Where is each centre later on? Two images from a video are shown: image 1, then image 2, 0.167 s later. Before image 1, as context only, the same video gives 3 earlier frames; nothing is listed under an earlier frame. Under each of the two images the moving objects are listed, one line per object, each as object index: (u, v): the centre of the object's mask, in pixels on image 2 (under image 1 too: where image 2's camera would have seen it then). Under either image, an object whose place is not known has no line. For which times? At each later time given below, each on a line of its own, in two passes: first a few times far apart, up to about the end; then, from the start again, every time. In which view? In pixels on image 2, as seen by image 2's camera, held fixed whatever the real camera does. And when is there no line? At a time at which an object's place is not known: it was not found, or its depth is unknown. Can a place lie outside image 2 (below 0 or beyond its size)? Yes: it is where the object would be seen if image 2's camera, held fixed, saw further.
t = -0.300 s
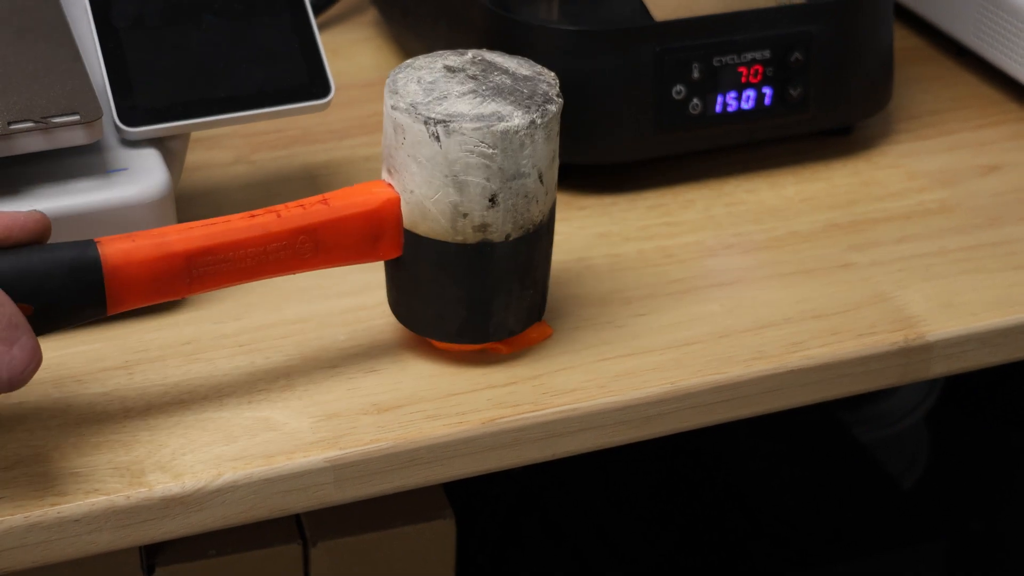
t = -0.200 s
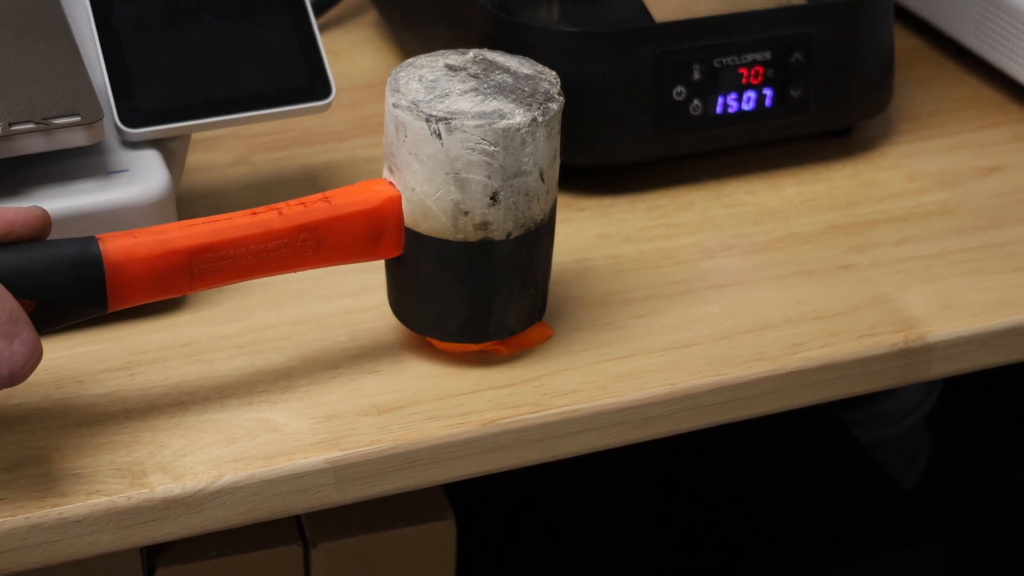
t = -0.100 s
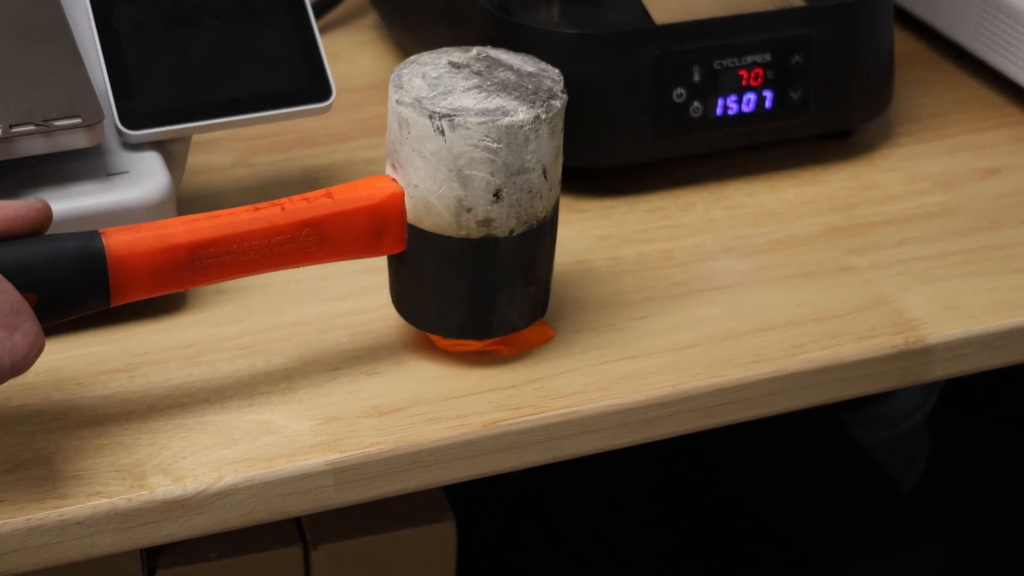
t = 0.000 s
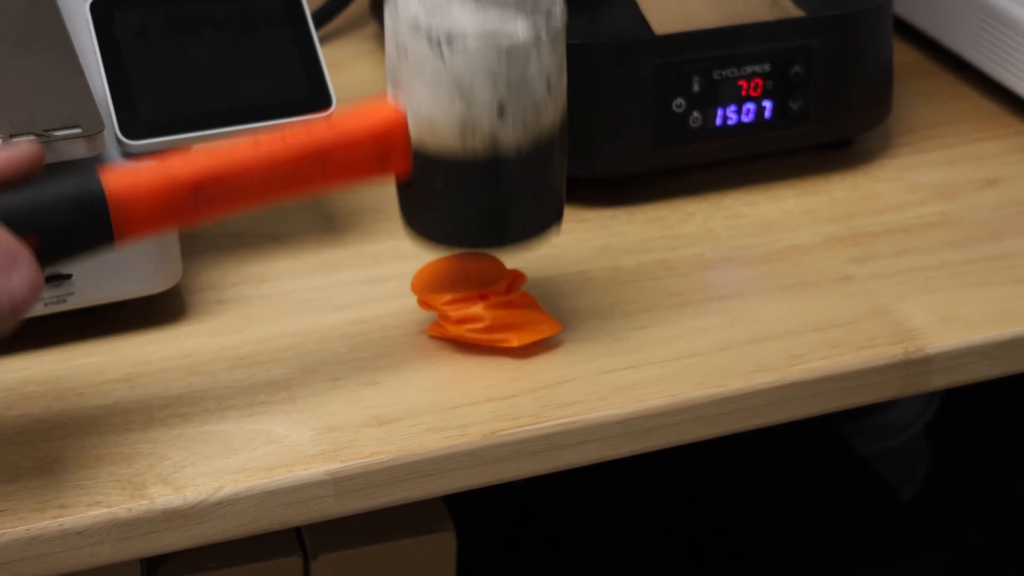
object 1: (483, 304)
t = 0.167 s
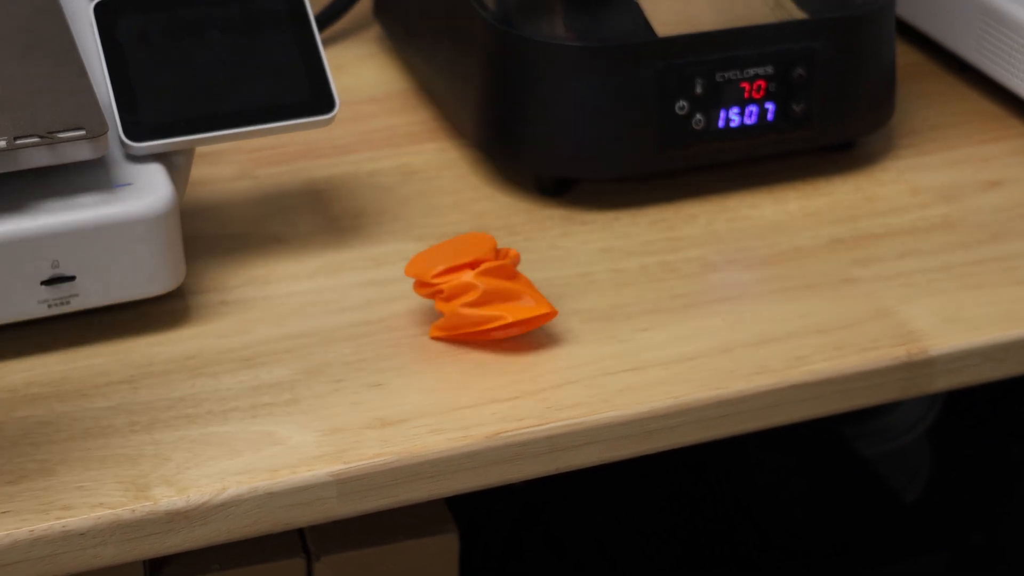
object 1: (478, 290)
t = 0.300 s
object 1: (469, 283)
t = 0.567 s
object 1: (457, 250)
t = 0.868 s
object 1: (444, 273)
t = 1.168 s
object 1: (443, 274)
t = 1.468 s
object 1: (441, 271)
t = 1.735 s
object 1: (439, 272)
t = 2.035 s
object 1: (438, 272)
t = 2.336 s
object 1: (437, 273)
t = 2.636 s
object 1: (437, 274)
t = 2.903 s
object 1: (435, 274)
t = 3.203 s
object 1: (435, 275)
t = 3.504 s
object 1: (435, 275)
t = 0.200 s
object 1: (477, 289)
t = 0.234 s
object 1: (476, 288)
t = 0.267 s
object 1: (474, 287)
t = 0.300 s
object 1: (469, 283)
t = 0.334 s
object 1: (459, 275)
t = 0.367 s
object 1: (451, 269)
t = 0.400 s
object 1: (448, 265)
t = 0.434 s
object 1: (449, 261)
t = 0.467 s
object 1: (451, 257)
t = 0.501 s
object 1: (452, 254)
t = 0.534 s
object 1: (455, 252)
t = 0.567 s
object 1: (457, 250)
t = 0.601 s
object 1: (458, 250)
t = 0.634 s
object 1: (458, 250)
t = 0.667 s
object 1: (458, 250)
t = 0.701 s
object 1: (457, 252)
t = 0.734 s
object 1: (455, 256)
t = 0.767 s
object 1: (452, 261)
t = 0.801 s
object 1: (449, 265)
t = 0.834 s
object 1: (447, 269)
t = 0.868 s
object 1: (444, 273)
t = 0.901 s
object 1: (442, 274)
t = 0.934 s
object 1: (444, 273)
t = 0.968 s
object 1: (445, 273)
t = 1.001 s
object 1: (444, 273)
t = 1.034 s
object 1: (444, 274)
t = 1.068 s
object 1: (443, 275)
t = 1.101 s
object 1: (444, 274)
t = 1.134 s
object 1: (444, 274)
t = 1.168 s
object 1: (443, 274)
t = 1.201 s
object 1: (443, 274)
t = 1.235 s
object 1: (443, 274)
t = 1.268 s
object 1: (443, 273)
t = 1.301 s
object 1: (443, 273)
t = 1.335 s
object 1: (442, 273)
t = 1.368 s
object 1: (442, 272)
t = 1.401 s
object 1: (441, 272)
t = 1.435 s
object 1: (441, 272)
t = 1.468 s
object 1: (441, 271)
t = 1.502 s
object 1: (441, 271)
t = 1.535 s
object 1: (441, 271)
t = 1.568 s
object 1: (441, 271)
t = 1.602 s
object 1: (441, 271)
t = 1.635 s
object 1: (440, 271)
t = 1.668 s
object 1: (440, 271)
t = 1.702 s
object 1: (440, 272)
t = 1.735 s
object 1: (439, 272)
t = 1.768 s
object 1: (439, 272)
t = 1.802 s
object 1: (439, 272)
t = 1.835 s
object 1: (439, 272)
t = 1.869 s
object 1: (439, 272)
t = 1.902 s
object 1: (439, 272)
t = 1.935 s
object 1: (438, 272)
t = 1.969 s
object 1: (438, 272)
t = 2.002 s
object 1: (438, 272)
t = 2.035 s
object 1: (438, 272)
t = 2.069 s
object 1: (438, 273)
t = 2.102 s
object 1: (438, 273)
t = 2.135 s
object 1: (438, 273)
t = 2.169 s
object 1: (438, 273)
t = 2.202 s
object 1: (438, 273)
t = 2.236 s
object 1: (437, 273)
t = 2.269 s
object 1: (437, 273)
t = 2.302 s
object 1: (437, 273)
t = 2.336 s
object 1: (437, 273)
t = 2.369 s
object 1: (437, 273)
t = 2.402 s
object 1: (437, 273)
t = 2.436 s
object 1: (437, 273)
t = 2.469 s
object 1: (437, 273)
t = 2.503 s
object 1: (437, 273)
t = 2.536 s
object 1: (437, 273)
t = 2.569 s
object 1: (437, 273)
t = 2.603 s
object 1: (437, 274)
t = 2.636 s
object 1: (437, 274)
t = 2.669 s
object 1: (436, 274)
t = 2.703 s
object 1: (436, 274)
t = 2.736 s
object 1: (436, 274)
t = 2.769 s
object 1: (436, 274)
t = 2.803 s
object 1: (436, 274)
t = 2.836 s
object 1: (436, 274)
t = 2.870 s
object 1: (436, 274)
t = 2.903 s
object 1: (435, 274)
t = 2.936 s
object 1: (435, 274)
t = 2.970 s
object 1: (435, 274)
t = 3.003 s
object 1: (435, 275)
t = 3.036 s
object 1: (435, 275)
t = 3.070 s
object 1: (435, 275)
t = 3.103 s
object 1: (435, 275)
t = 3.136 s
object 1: (435, 275)
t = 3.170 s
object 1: (435, 275)
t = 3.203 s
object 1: (435, 275)
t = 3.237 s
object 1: (435, 275)
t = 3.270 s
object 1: (435, 275)
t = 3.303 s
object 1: (435, 275)
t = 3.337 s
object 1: (435, 275)
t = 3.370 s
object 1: (435, 275)
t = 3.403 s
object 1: (435, 275)
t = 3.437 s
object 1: (435, 275)
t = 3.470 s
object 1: (435, 275)
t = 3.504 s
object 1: (435, 275)
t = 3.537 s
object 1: (435, 275)
